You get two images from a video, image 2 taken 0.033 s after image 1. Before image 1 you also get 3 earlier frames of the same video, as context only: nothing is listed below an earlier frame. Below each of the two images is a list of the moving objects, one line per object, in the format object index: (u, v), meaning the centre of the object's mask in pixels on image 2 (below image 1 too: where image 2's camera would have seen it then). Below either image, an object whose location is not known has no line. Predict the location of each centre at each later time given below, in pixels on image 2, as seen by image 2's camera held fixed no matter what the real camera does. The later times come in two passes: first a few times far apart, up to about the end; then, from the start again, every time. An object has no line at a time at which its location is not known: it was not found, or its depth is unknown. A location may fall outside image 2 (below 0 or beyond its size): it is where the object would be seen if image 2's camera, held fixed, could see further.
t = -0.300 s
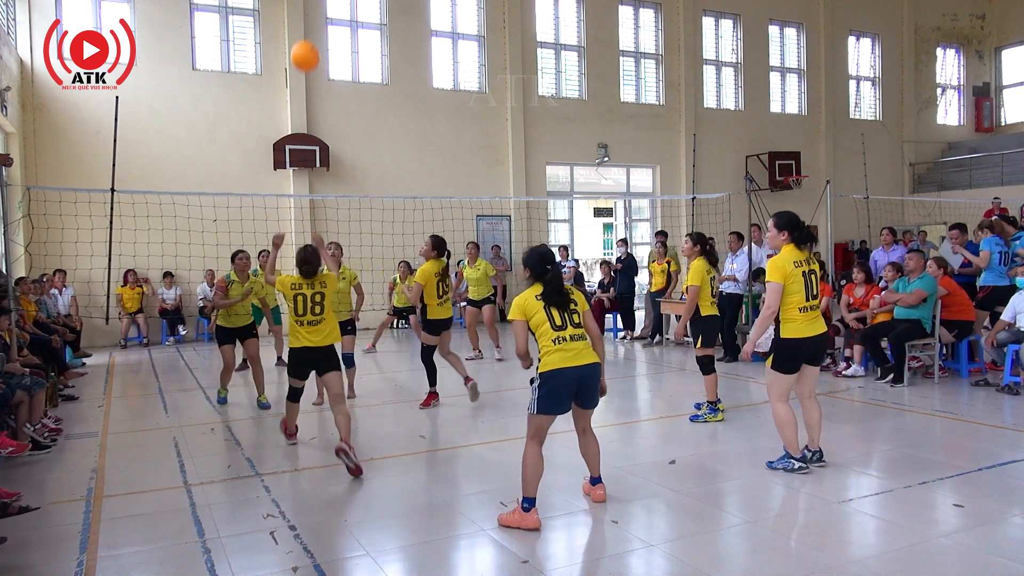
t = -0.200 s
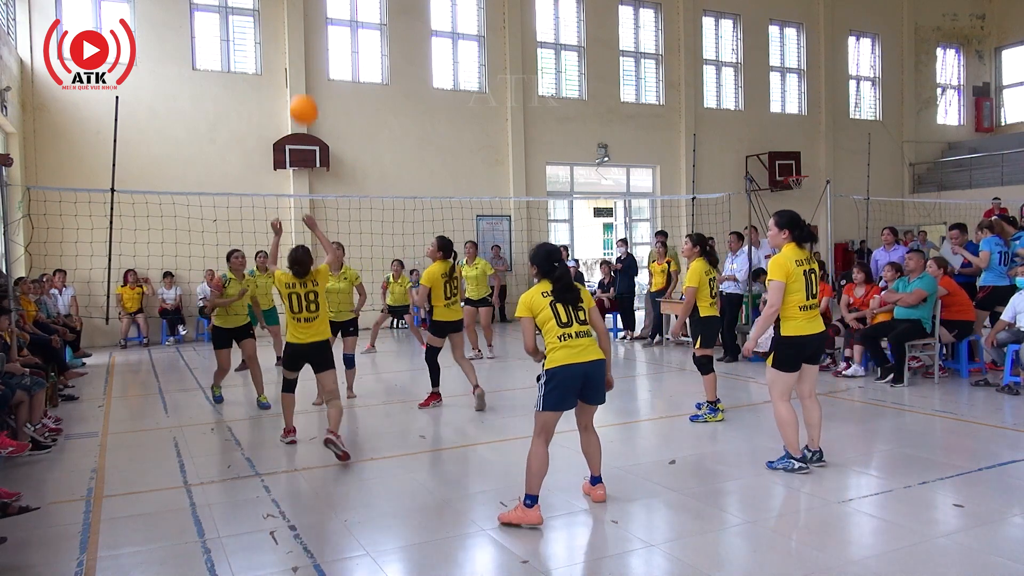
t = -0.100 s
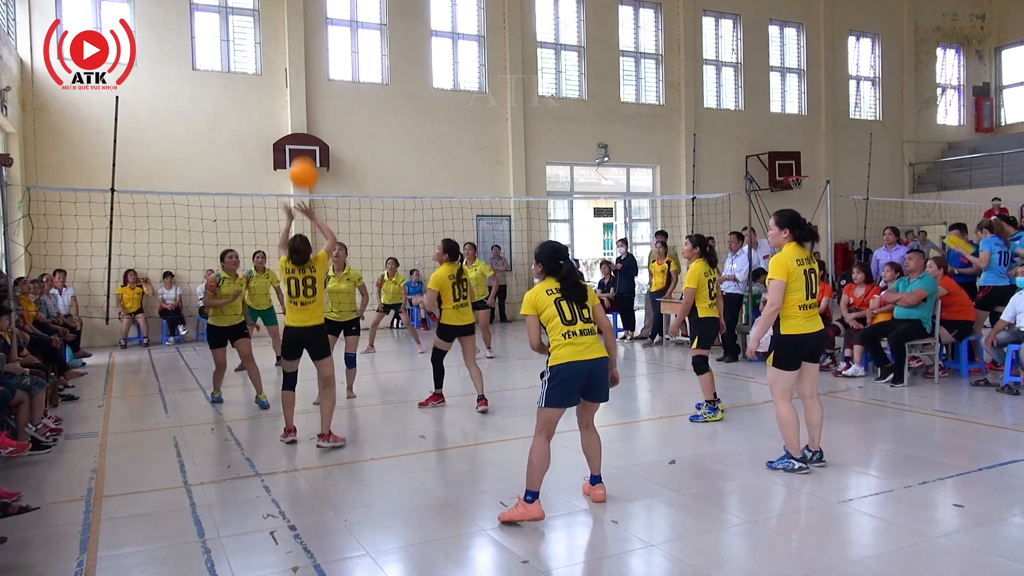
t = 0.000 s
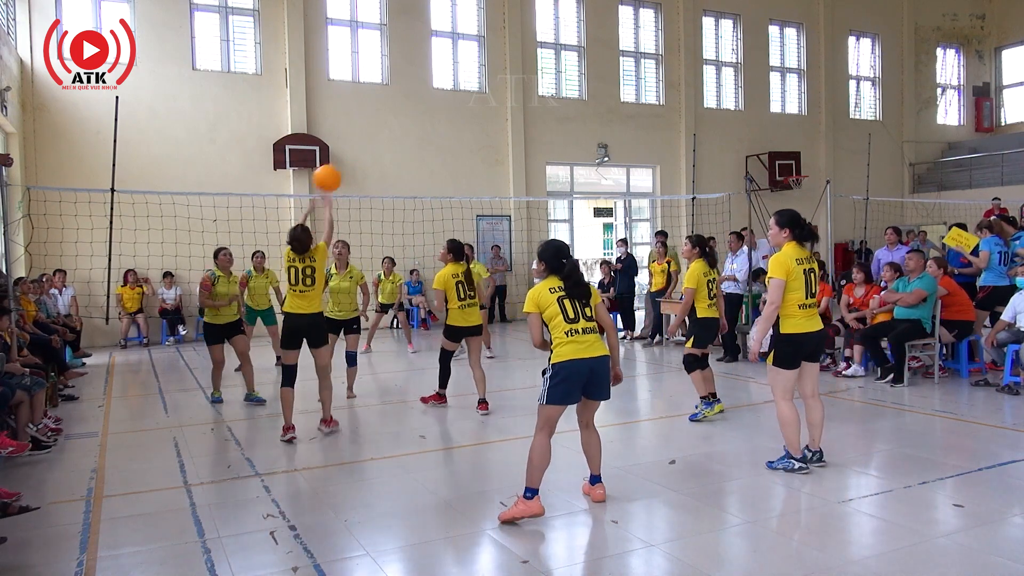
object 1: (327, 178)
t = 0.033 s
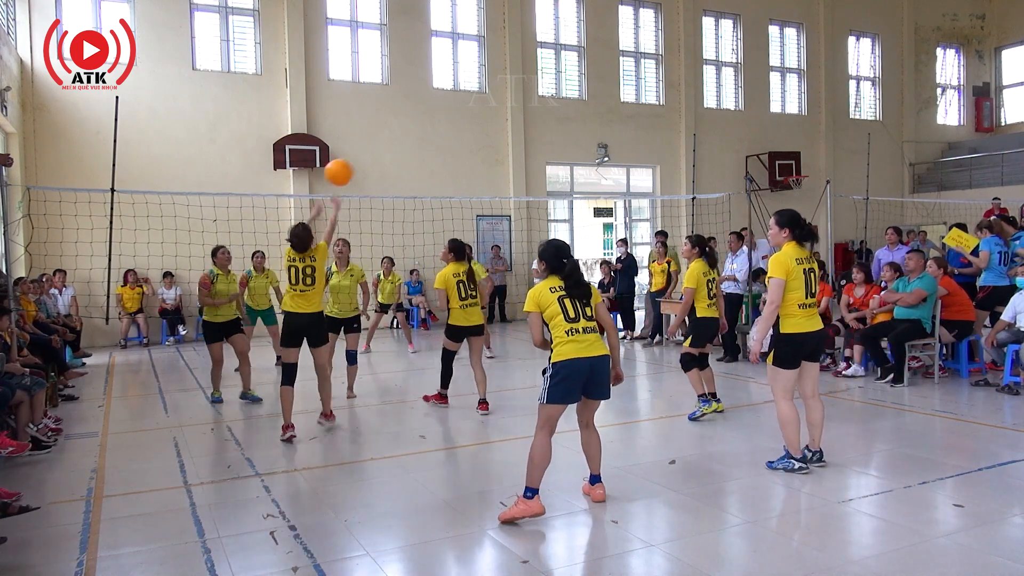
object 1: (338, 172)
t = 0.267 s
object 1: (406, 167)
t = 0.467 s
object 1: (450, 202)
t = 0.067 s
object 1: (350, 168)
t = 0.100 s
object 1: (360, 164)
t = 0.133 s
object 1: (370, 162)
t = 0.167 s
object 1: (380, 162)
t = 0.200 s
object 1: (389, 163)
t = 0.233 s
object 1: (397, 165)
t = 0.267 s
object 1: (406, 167)
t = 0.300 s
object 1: (414, 171)
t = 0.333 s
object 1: (422, 176)
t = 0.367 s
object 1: (429, 181)
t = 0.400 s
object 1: (436, 187)
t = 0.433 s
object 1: (443, 194)
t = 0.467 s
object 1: (450, 202)
